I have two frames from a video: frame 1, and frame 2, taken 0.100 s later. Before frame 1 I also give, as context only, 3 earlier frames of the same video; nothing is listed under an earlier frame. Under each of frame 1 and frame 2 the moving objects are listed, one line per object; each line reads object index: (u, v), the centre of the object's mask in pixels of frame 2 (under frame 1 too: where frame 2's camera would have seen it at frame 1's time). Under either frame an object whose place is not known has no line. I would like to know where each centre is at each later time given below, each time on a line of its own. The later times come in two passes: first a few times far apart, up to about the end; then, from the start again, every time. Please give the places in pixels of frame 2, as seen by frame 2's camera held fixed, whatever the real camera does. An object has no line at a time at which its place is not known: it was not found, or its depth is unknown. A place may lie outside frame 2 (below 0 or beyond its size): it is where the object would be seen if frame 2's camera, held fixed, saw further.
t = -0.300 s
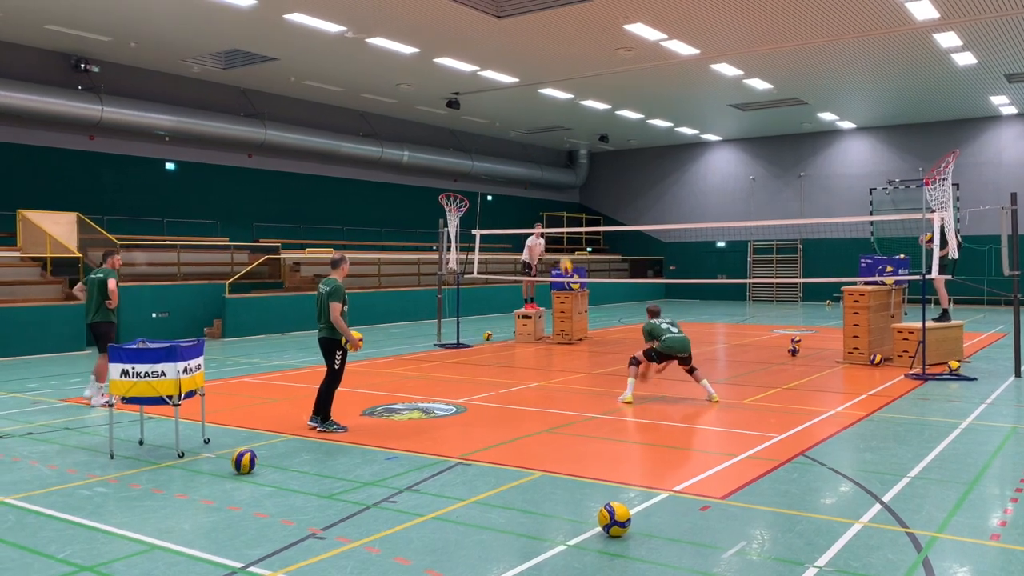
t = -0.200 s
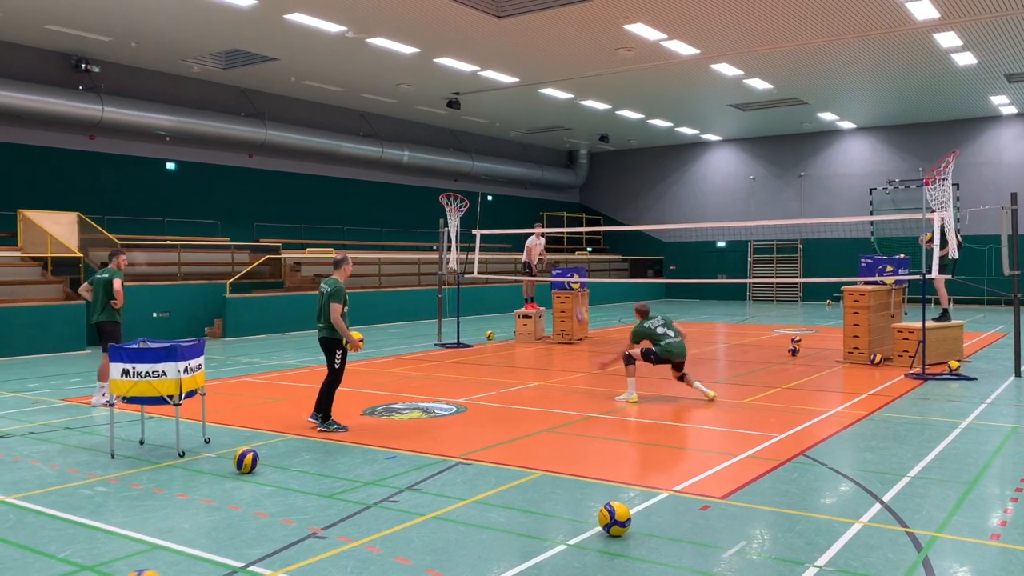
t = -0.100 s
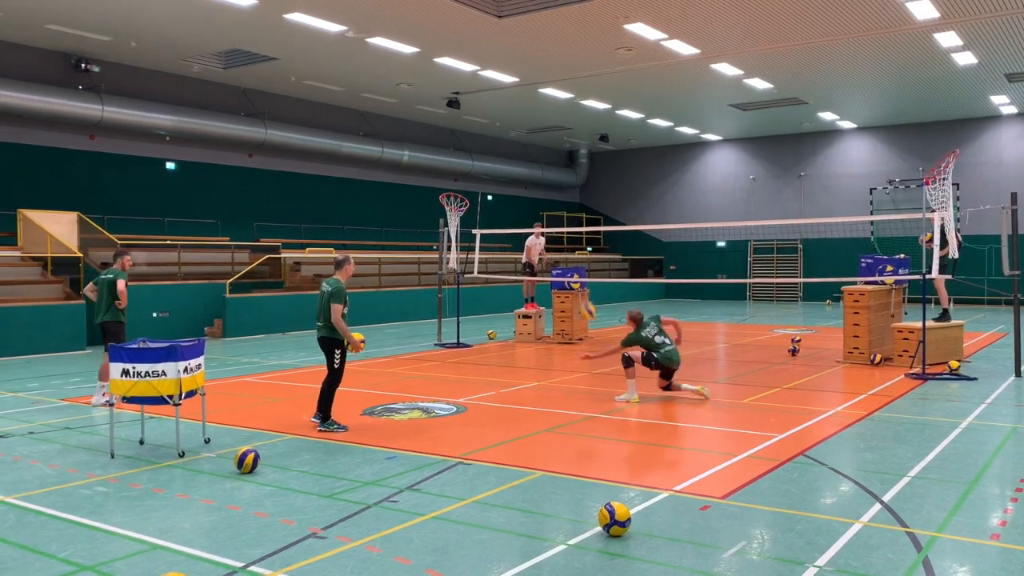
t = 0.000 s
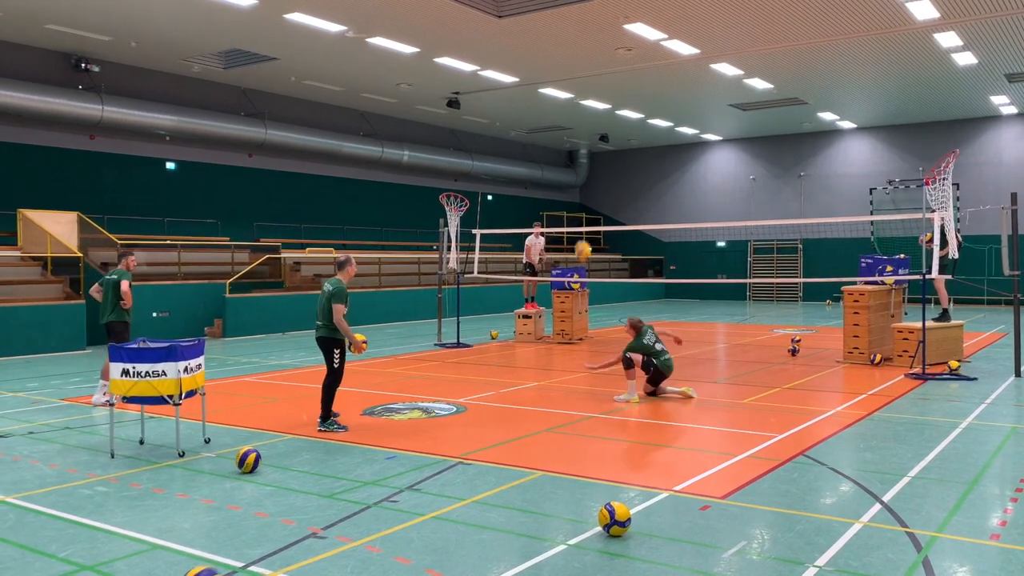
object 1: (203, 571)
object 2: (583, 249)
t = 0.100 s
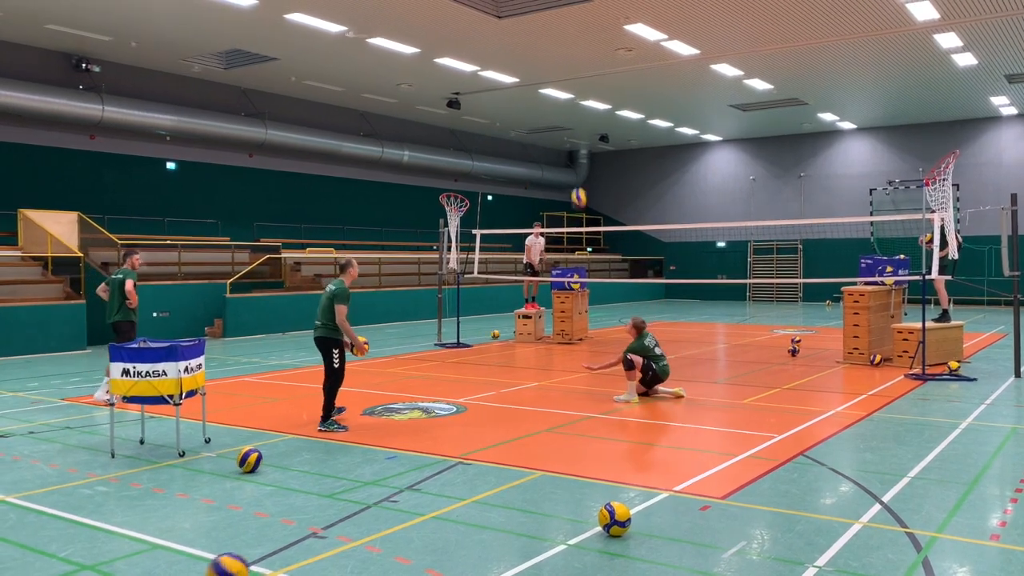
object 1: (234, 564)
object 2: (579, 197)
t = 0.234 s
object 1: (268, 567)
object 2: (574, 139)
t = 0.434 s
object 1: (311, 556)
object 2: (569, 80)
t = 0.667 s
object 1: (357, 550)
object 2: (563, 48)
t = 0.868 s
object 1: (400, 537)
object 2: (558, 54)
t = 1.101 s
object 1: (436, 530)
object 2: (553, 100)
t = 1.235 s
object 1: (460, 520)
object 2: (551, 141)
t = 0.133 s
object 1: (246, 563)
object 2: (578, 183)
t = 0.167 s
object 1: (247, 565)
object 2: (577, 167)
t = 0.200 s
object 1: (256, 567)
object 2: (575, 154)
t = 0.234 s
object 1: (268, 567)
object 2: (574, 139)
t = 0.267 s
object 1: (271, 563)
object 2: (573, 129)
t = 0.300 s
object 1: (281, 560)
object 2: (572, 117)
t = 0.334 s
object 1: (289, 555)
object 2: (571, 107)
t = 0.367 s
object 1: (298, 554)
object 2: (571, 96)
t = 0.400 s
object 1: (301, 557)
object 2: (570, 87)
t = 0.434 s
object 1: (311, 556)
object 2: (569, 80)
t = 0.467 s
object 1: (316, 558)
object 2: (568, 73)
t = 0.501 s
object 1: (327, 551)
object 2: (567, 66)
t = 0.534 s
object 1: (333, 546)
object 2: (566, 61)
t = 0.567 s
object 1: (343, 543)
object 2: (565, 56)
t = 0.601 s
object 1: (353, 545)
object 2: (565, 53)
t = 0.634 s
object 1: (352, 549)
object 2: (564, 50)
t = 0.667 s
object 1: (357, 550)
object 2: (563, 48)
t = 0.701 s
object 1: (364, 545)
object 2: (562, 47)
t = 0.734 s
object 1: (371, 541)
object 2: (562, 47)
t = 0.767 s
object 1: (380, 539)
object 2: (561, 47)
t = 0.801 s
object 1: (387, 539)
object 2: (560, 49)
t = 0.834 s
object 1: (394, 540)
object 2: (560, 51)
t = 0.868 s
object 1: (400, 537)
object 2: (558, 54)
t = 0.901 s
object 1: (405, 533)
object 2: (558, 57)
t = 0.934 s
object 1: (407, 535)
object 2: (557, 62)
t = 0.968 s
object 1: (414, 532)
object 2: (557, 68)
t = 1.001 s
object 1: (422, 527)
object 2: (556, 74)
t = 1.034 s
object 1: (429, 524)
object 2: (556, 80)
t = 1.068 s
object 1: (431, 530)
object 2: (554, 88)
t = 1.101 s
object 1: (436, 530)
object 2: (553, 100)
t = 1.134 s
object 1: (441, 527)
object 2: (552, 108)
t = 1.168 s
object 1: (446, 525)
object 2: (552, 118)
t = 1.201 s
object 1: (452, 524)
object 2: (551, 129)
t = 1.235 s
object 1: (460, 520)
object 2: (551, 141)
